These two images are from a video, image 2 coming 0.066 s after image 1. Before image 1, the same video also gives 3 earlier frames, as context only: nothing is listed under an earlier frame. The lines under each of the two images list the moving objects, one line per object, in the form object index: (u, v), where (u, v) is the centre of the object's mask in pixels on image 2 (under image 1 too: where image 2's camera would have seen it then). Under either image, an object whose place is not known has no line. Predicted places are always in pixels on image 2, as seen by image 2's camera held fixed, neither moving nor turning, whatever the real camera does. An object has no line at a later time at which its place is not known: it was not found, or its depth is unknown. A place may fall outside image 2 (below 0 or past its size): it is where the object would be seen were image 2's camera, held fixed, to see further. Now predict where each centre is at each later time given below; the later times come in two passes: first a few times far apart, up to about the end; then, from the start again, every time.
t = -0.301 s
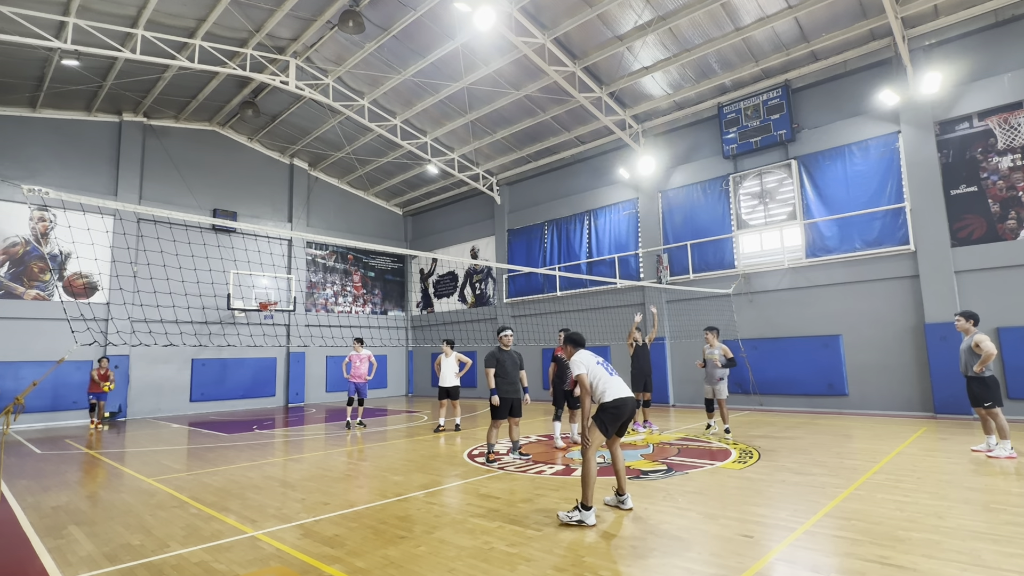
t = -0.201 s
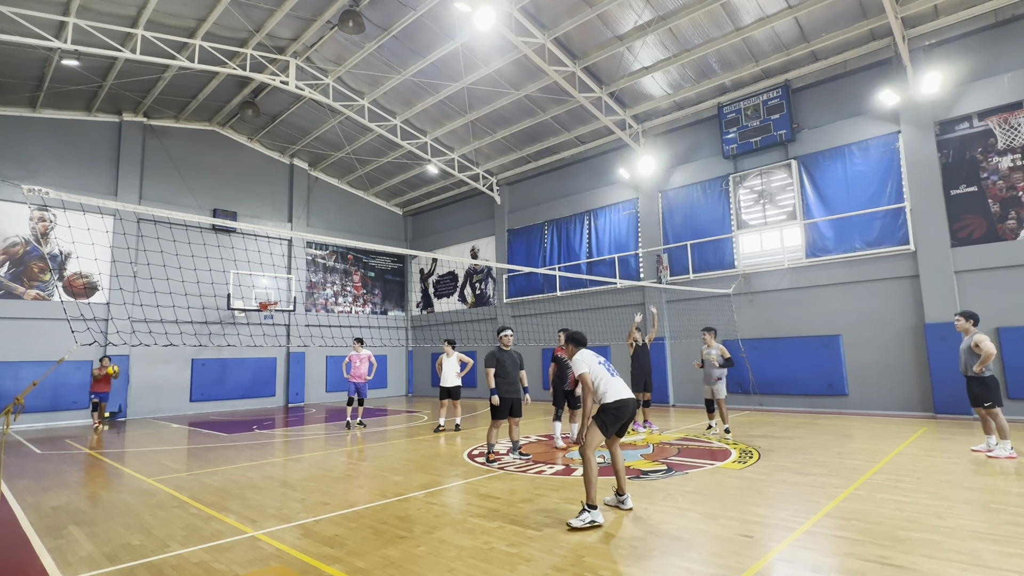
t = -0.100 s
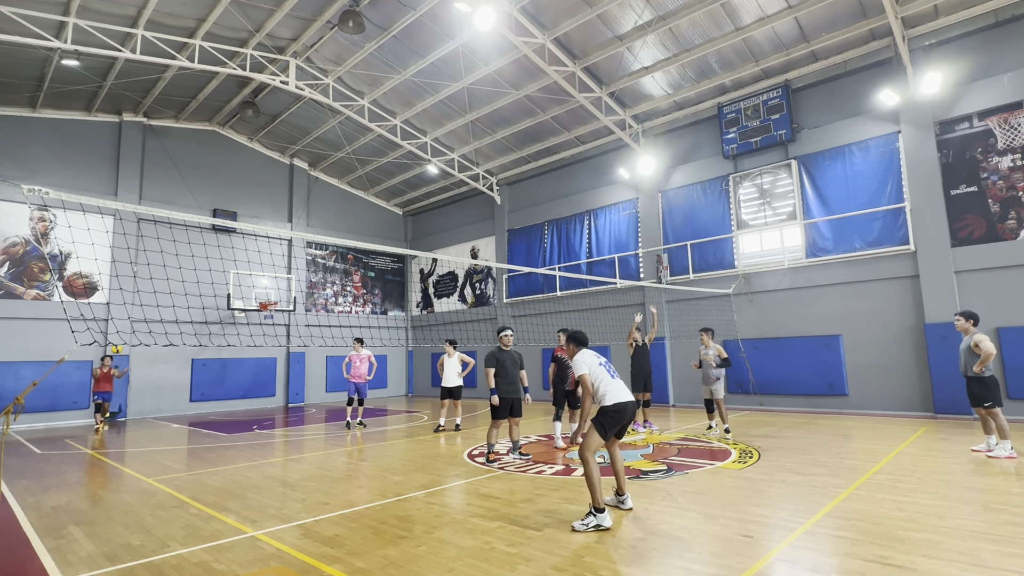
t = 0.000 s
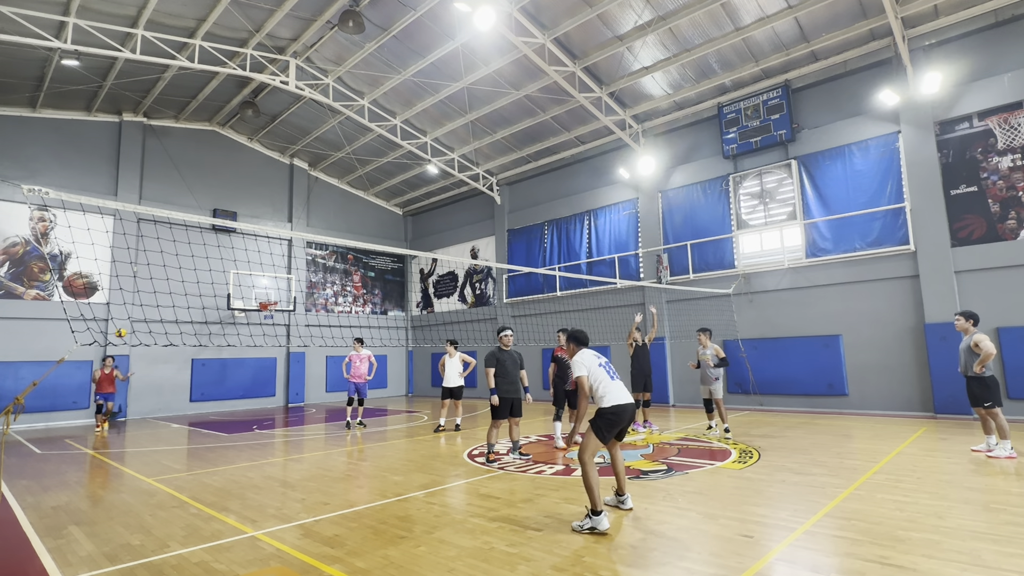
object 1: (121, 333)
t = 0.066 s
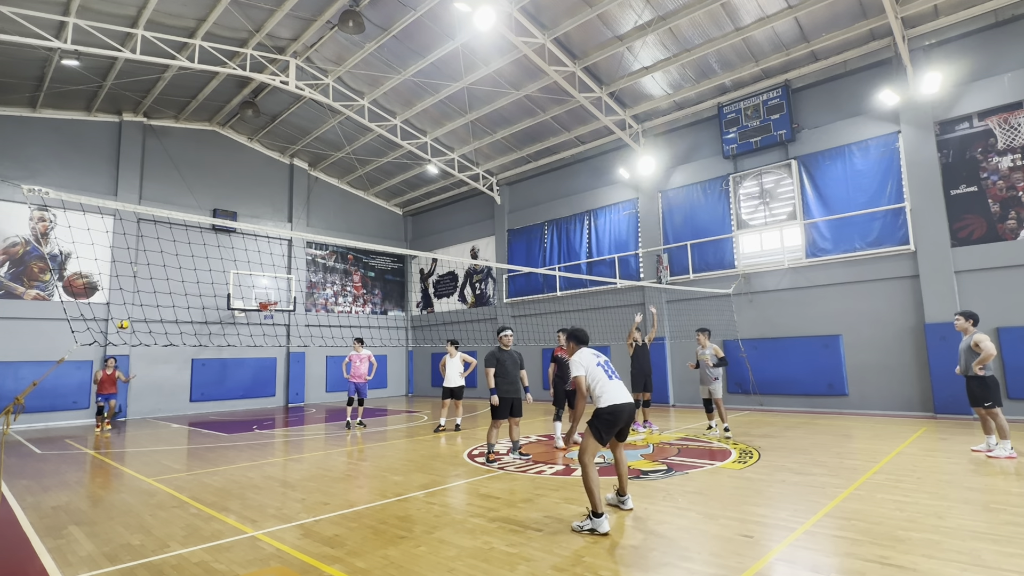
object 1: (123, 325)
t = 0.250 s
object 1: (129, 313)
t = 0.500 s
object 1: (136, 321)
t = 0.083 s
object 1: (123, 323)
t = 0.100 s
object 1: (124, 321)
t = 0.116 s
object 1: (125, 320)
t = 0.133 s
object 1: (125, 319)
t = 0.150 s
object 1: (126, 317)
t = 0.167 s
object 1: (126, 316)
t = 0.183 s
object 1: (127, 315)
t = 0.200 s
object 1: (128, 315)
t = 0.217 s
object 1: (128, 314)
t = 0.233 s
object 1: (129, 313)
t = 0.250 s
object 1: (129, 313)
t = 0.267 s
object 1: (130, 313)
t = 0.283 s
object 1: (130, 312)
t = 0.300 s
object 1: (131, 312)
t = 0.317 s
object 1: (131, 312)
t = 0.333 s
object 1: (132, 313)
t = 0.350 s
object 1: (132, 313)
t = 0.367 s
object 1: (133, 313)
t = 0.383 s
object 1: (133, 313)
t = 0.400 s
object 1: (134, 314)
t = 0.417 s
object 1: (134, 315)
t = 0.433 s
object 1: (134, 316)
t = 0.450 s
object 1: (135, 317)
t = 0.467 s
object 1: (135, 318)
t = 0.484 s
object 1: (135, 319)
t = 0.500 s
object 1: (136, 321)
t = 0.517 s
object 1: (136, 322)
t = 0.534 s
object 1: (137, 324)
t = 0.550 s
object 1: (137, 325)
